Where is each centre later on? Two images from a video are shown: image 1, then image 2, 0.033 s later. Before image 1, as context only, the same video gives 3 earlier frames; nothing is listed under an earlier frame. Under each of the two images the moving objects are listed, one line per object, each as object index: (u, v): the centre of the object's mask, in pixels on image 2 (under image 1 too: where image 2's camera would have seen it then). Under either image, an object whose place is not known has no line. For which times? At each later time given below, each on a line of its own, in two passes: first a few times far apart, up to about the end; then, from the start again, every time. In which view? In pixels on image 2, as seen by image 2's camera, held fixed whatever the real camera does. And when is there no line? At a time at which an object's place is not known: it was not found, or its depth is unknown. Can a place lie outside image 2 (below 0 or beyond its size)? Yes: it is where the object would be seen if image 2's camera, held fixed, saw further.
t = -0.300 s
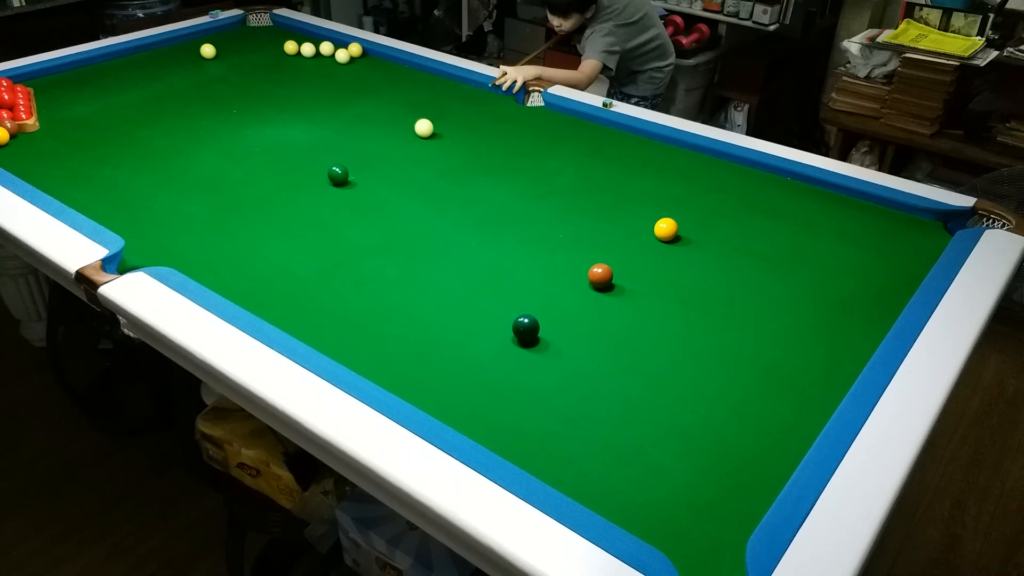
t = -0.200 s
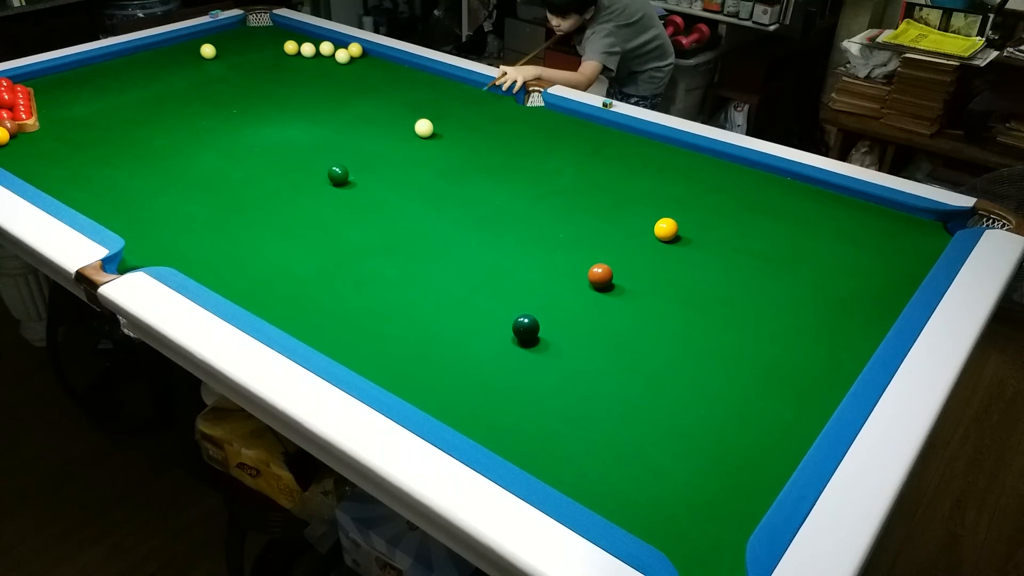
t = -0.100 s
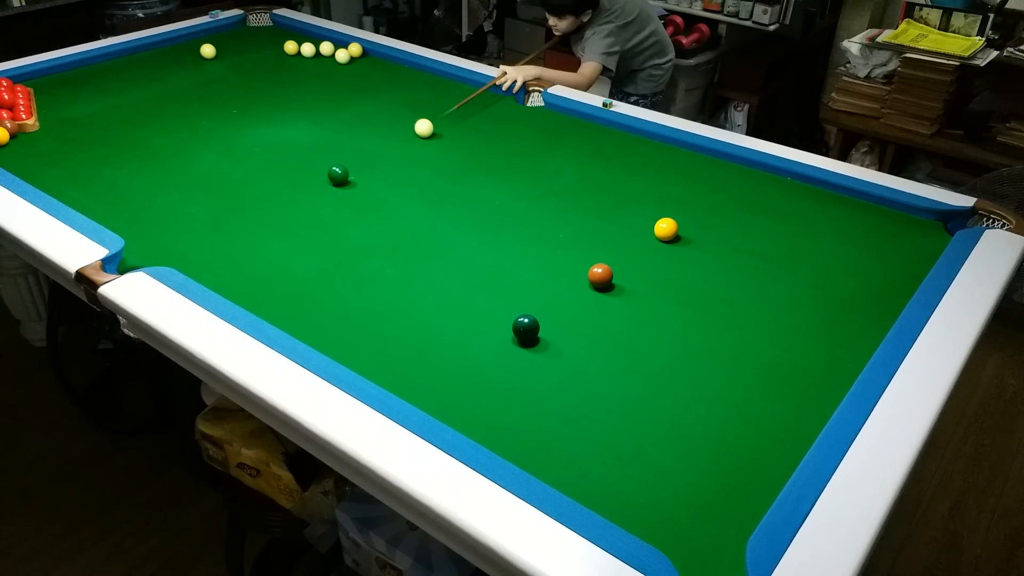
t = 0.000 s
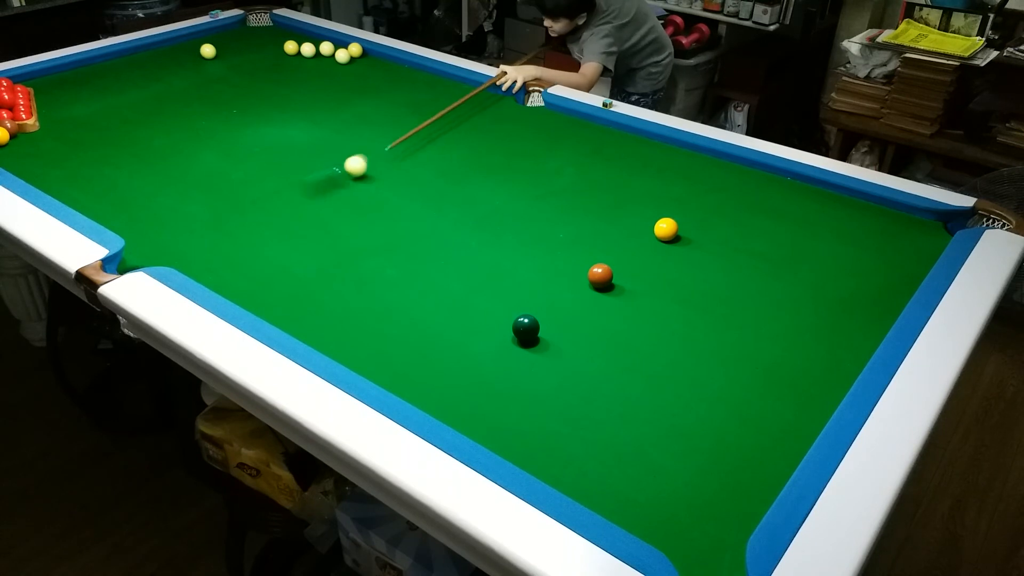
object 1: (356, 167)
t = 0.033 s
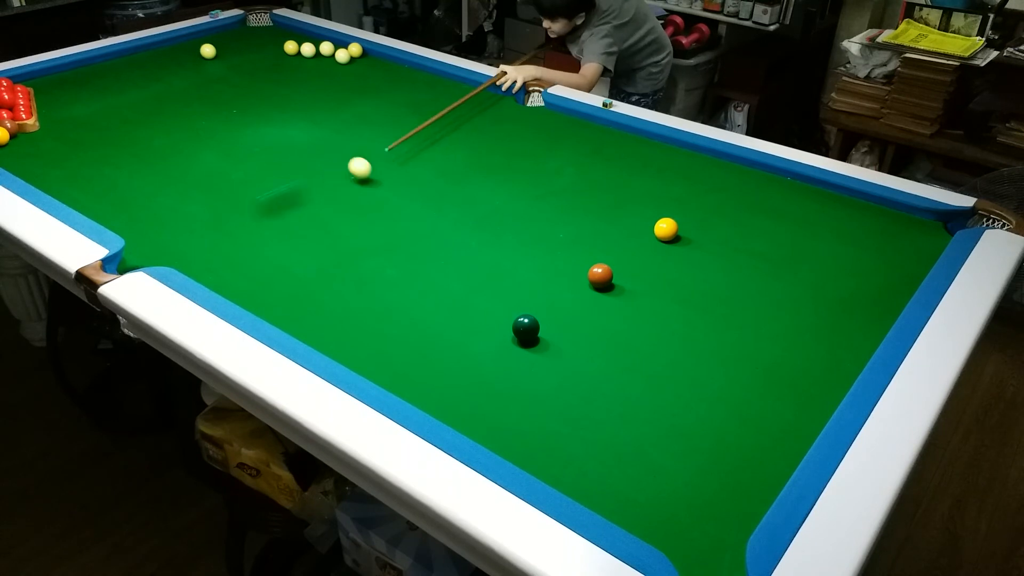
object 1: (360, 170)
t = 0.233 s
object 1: (381, 203)
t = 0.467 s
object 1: (364, 260)
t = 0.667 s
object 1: (341, 326)
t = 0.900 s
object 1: (431, 349)
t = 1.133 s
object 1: (560, 347)
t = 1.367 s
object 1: (686, 346)
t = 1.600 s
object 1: (807, 344)
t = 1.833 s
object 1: (843, 316)
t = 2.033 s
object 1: (810, 276)
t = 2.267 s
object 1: (777, 237)
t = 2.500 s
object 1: (749, 205)
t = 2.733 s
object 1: (724, 177)
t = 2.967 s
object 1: (703, 153)
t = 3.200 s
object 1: (664, 152)
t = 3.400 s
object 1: (630, 152)
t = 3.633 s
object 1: (592, 152)
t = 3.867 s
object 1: (555, 152)
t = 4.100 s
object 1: (520, 152)
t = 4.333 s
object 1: (488, 151)
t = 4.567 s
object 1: (456, 151)
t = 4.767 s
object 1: (430, 151)
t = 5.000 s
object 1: (402, 150)
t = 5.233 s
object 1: (374, 150)
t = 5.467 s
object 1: (349, 149)
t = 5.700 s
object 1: (324, 149)
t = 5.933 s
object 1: (302, 149)
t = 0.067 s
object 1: (366, 176)
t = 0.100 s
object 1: (370, 180)
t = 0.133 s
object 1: (375, 186)
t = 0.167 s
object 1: (378, 191)
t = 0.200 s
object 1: (380, 197)
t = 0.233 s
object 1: (381, 203)
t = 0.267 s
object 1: (381, 208)
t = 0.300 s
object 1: (380, 215)
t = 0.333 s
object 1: (378, 225)
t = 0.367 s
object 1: (374, 232)
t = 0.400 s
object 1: (371, 241)
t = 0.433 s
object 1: (368, 250)
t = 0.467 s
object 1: (364, 260)
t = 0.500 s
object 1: (361, 269)
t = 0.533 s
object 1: (357, 281)
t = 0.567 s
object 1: (353, 290)
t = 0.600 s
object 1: (349, 302)
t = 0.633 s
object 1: (345, 313)
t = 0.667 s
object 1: (341, 326)
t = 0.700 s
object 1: (337, 338)
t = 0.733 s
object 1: (336, 348)
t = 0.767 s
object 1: (353, 350)
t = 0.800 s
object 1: (373, 350)
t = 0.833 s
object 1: (392, 350)
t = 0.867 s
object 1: (412, 350)
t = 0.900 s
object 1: (431, 349)
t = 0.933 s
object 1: (450, 349)
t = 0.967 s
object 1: (468, 349)
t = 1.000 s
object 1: (487, 349)
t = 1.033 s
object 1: (505, 348)
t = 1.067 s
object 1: (524, 348)
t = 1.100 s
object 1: (542, 347)
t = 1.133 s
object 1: (560, 347)
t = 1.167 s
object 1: (578, 347)
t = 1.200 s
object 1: (596, 347)
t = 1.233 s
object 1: (614, 347)
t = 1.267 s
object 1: (632, 347)
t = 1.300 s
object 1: (650, 347)
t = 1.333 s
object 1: (668, 346)
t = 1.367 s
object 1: (686, 346)
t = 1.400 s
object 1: (703, 346)
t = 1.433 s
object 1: (721, 346)
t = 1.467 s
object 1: (739, 345)
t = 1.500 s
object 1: (756, 345)
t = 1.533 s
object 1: (773, 345)
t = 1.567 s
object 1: (790, 345)
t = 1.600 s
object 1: (807, 344)
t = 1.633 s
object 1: (824, 344)
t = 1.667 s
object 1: (841, 344)
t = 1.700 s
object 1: (857, 344)
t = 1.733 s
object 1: (862, 339)
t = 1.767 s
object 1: (855, 331)
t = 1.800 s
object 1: (849, 324)
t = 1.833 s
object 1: (843, 316)
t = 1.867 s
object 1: (837, 309)
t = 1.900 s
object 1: (831, 302)
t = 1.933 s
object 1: (826, 295)
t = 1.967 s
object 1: (820, 289)
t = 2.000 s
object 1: (815, 283)
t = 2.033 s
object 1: (810, 276)
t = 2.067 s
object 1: (805, 270)
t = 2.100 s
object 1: (800, 265)
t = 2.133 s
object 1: (795, 259)
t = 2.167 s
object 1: (790, 253)
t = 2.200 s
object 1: (786, 248)
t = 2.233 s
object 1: (781, 243)
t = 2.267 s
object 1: (777, 237)
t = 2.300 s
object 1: (773, 232)
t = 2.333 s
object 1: (768, 227)
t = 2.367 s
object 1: (764, 223)
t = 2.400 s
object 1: (760, 218)
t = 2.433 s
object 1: (757, 214)
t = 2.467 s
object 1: (752, 209)
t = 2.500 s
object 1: (749, 205)
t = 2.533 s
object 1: (745, 200)
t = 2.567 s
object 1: (741, 196)
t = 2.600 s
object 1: (738, 192)
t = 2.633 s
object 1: (734, 188)
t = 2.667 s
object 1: (731, 184)
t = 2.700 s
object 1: (727, 180)
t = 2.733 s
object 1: (724, 177)
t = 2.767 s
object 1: (721, 173)
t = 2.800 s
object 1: (718, 169)
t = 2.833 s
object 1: (715, 166)
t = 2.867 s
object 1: (712, 163)
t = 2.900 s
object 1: (709, 159)
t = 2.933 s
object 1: (706, 156)
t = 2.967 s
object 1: (703, 153)
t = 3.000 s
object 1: (699, 151)
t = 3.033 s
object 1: (693, 151)
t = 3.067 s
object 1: (687, 151)
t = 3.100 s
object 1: (681, 152)
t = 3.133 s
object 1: (675, 151)
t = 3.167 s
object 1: (670, 152)
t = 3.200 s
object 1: (664, 152)
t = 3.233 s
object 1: (658, 152)
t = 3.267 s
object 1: (652, 152)
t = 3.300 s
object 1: (647, 152)
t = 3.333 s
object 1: (641, 152)
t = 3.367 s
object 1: (635, 152)
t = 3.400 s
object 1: (630, 152)
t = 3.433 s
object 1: (624, 152)
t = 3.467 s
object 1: (619, 152)
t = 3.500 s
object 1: (613, 152)
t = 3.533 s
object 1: (608, 152)
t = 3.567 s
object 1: (602, 152)
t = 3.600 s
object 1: (597, 152)
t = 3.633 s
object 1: (592, 152)
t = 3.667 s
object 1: (586, 152)
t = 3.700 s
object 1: (581, 152)
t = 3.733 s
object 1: (576, 152)
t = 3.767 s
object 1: (571, 152)
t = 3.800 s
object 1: (565, 152)
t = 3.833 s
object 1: (560, 152)
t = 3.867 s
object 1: (555, 152)
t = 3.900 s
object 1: (550, 152)
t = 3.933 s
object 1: (545, 152)
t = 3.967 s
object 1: (540, 152)
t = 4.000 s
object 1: (535, 152)
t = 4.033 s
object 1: (530, 152)
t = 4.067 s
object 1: (525, 152)
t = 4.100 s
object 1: (520, 152)
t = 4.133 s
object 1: (516, 152)
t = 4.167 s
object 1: (511, 152)
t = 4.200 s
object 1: (506, 151)
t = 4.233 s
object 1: (501, 151)
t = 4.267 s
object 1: (497, 151)
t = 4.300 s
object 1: (492, 151)
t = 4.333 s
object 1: (488, 151)
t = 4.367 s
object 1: (483, 151)
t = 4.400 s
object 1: (479, 151)
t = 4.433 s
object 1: (474, 151)
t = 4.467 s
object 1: (469, 151)
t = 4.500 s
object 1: (465, 152)
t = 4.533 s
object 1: (461, 151)
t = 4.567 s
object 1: (456, 151)
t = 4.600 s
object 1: (452, 151)
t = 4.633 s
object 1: (448, 151)
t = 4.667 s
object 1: (443, 151)
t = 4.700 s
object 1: (439, 151)
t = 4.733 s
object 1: (435, 151)
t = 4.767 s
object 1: (430, 151)
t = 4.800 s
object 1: (426, 151)
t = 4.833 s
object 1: (422, 150)
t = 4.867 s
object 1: (418, 150)
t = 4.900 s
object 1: (414, 150)
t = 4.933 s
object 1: (410, 150)
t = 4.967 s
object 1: (406, 150)
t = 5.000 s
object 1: (402, 150)
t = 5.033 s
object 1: (398, 150)
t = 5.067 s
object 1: (394, 150)
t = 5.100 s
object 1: (390, 150)
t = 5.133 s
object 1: (386, 150)
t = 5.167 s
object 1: (382, 150)
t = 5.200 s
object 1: (378, 150)
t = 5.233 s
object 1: (374, 150)
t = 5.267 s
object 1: (371, 150)
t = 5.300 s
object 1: (367, 150)
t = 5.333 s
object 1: (363, 150)
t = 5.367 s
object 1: (359, 149)
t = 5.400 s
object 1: (356, 149)
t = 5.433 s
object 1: (352, 149)
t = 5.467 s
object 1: (349, 149)
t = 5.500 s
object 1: (345, 149)
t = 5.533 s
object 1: (342, 149)
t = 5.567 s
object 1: (338, 149)
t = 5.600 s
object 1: (335, 149)
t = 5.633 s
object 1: (331, 149)
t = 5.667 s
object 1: (328, 149)
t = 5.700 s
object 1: (324, 149)
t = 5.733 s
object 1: (321, 149)
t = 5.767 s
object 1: (318, 149)
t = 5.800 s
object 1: (315, 149)
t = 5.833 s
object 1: (311, 149)
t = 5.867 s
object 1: (308, 149)
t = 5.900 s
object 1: (305, 149)
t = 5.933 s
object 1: (302, 149)
